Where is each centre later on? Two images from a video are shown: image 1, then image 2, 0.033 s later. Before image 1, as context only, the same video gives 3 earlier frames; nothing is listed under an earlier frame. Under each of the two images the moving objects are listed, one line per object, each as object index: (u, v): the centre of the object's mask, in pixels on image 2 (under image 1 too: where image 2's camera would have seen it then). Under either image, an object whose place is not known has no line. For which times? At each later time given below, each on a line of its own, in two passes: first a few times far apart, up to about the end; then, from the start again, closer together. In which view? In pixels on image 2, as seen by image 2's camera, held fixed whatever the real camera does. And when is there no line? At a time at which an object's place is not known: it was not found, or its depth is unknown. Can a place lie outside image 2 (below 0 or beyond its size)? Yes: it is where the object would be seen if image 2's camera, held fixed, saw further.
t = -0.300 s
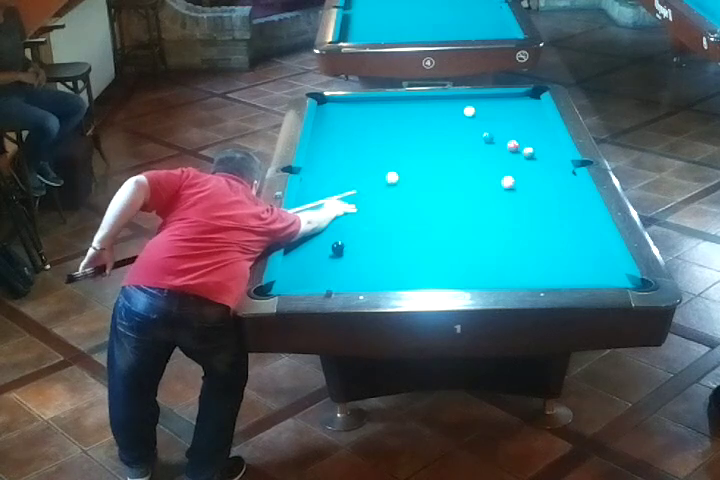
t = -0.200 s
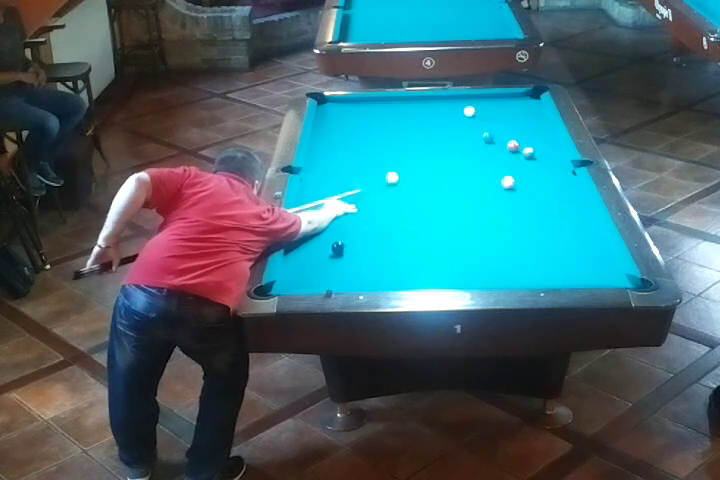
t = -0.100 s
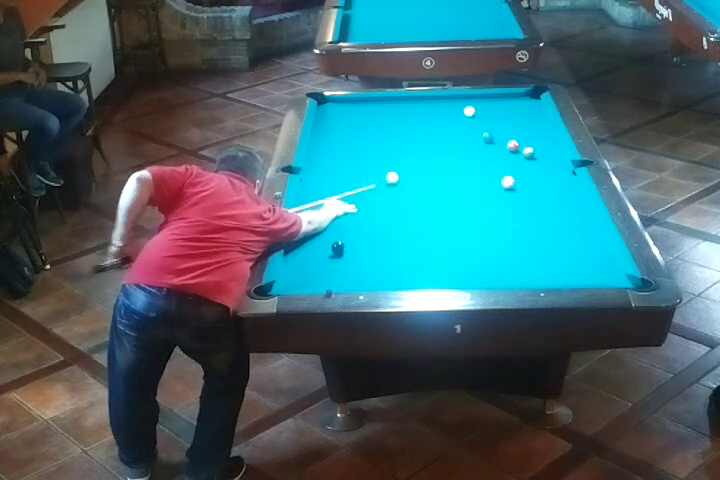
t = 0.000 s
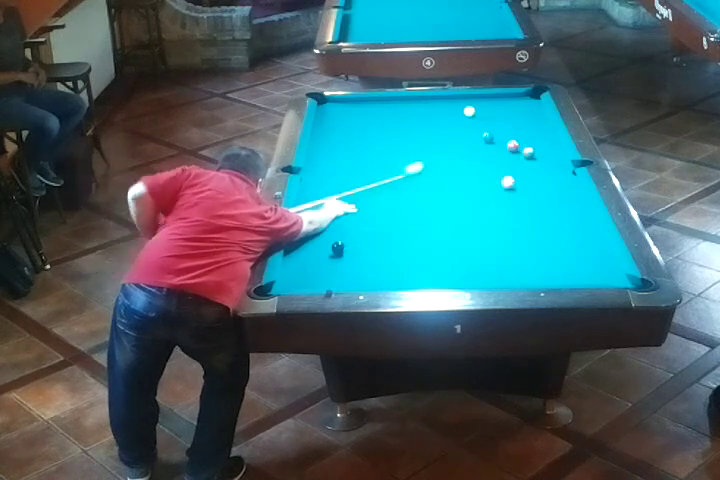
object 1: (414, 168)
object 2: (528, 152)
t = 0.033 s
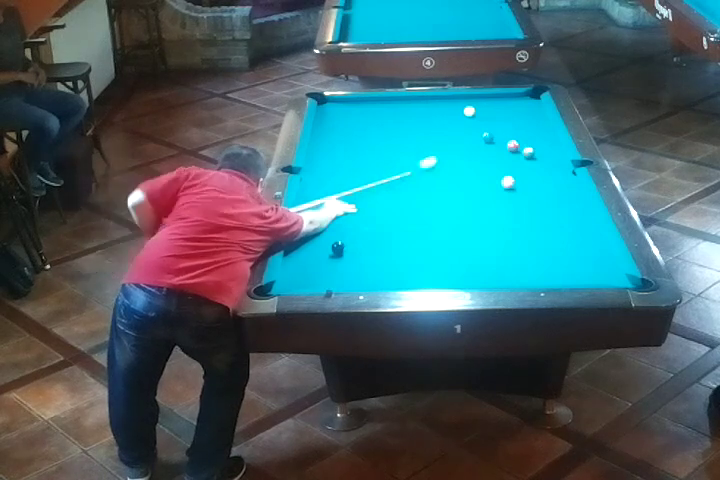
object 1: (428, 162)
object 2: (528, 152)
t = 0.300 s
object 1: (498, 141)
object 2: (528, 152)
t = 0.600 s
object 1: (538, 142)
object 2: (528, 152)
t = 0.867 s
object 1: (547, 145)
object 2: (528, 152)
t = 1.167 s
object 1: (533, 149)
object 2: (525, 153)
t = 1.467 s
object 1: (525, 149)
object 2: (518, 157)
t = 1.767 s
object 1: (520, 149)
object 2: (512, 160)
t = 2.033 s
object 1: (517, 150)
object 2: (508, 163)
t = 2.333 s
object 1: (515, 150)
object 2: (503, 166)
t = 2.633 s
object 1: (515, 149)
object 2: (499, 167)
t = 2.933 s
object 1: (514, 149)
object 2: (496, 169)
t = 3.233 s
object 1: (514, 149)
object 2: (494, 170)
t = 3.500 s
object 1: (514, 149)
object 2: (492, 171)
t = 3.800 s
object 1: (514, 149)
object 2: (492, 171)
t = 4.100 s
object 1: (514, 149)
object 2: (492, 171)
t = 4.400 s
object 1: (514, 150)
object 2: (492, 171)
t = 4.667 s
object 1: (514, 150)
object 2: (492, 171)
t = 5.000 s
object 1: (511, 149)
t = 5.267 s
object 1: (514, 148)
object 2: (492, 171)
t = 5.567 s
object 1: (514, 147)
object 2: (492, 172)
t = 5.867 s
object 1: (514, 147)
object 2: (492, 172)
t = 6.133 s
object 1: (514, 148)
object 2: (492, 172)
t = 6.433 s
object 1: (514, 147)
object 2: (492, 171)
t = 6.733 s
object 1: (514, 148)
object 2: (492, 171)
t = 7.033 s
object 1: (514, 147)
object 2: (492, 171)
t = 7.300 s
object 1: (514, 147)
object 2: (492, 171)
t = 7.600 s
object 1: (514, 147)
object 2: (492, 171)
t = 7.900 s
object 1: (514, 148)
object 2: (492, 171)
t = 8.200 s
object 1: (514, 147)
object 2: (492, 171)
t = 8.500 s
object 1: (514, 147)
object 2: (492, 171)
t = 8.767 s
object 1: (514, 147)
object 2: (492, 171)
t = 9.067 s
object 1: (514, 148)
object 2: (492, 171)
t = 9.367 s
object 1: (514, 147)
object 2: (492, 171)
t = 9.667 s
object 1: (514, 147)
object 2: (492, 171)
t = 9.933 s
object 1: (513, 148)
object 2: (492, 171)
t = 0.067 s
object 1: (440, 157)
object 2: (528, 152)
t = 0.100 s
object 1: (452, 152)
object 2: (528, 152)
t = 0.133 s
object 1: (463, 148)
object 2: (528, 152)
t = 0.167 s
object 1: (473, 144)
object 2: (528, 152)
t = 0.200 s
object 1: (483, 140)
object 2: (528, 152)
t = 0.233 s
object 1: (489, 140)
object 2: (528, 152)
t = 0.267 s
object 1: (494, 140)
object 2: (528, 152)
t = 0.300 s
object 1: (498, 141)
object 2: (528, 152)
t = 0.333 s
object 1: (502, 141)
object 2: (528, 152)
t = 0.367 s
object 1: (506, 141)
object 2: (528, 152)
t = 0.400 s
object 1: (511, 139)
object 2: (528, 152)
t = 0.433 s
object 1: (516, 140)
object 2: (528, 152)
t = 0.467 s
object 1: (521, 141)
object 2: (528, 152)
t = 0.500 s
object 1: (525, 141)
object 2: (528, 152)
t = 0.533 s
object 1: (529, 141)
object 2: (528, 152)
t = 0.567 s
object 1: (534, 142)
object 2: (528, 152)
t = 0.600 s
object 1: (538, 142)
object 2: (528, 152)
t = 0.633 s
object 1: (542, 142)
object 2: (528, 152)
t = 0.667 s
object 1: (547, 142)
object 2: (528, 152)
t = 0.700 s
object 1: (551, 142)
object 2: (528, 152)
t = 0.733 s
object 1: (554, 143)
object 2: (528, 152)
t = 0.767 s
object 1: (553, 143)
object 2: (528, 152)
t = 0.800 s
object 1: (551, 144)
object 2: (528, 152)
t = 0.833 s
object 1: (549, 145)
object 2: (528, 152)
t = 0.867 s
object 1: (547, 145)
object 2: (528, 152)
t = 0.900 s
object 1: (546, 146)
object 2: (528, 152)
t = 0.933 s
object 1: (543, 146)
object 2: (528, 152)
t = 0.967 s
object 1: (541, 147)
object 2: (528, 152)
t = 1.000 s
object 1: (539, 148)
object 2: (528, 152)
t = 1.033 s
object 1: (537, 148)
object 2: (528, 152)
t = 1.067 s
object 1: (536, 148)
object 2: (528, 153)
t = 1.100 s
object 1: (535, 148)
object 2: (528, 153)
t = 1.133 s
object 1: (534, 148)
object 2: (526, 153)
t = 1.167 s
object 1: (533, 149)
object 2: (525, 153)
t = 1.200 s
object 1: (532, 149)
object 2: (524, 154)
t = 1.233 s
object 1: (531, 149)
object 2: (523, 154)
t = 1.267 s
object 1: (530, 149)
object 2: (522, 155)
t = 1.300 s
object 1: (529, 149)
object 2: (522, 156)
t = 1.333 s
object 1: (528, 149)
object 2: (521, 156)
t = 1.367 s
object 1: (527, 149)
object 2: (520, 157)
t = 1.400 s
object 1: (527, 149)
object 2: (519, 157)
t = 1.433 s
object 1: (526, 149)
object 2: (518, 157)
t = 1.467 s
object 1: (525, 149)
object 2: (518, 157)
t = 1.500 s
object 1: (525, 149)
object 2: (517, 157)
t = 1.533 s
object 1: (524, 149)
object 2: (517, 158)
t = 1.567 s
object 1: (524, 149)
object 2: (516, 158)
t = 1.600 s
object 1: (523, 150)
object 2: (515, 159)
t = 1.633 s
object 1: (522, 150)
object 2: (515, 159)
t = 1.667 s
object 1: (521, 150)
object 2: (514, 160)
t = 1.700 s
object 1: (521, 150)
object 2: (513, 160)
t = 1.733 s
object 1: (520, 150)
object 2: (513, 160)
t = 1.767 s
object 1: (520, 149)
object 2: (512, 160)
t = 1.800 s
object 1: (519, 150)
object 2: (512, 161)
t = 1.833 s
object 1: (519, 150)
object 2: (511, 161)
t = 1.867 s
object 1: (519, 150)
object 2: (511, 161)
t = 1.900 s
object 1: (518, 150)
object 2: (510, 161)
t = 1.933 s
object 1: (518, 150)
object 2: (510, 162)
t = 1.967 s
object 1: (518, 150)
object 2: (509, 162)
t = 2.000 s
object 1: (517, 150)
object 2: (508, 163)
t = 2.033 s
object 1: (517, 150)
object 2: (508, 163)
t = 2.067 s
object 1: (517, 150)
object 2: (507, 163)
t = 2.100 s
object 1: (516, 150)
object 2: (506, 163)
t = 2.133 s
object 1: (516, 150)
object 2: (506, 164)
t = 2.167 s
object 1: (516, 150)
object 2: (506, 164)
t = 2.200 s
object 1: (516, 150)
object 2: (505, 165)
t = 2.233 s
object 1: (515, 150)
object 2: (505, 165)
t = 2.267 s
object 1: (515, 150)
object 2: (504, 165)
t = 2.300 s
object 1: (515, 150)
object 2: (504, 165)
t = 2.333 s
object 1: (515, 150)
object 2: (503, 166)
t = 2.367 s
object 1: (515, 150)
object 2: (503, 166)
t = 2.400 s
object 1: (515, 150)
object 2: (502, 166)
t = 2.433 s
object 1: (515, 150)
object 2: (502, 167)
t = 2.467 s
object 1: (515, 150)
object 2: (501, 167)
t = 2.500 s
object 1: (515, 150)
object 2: (501, 167)
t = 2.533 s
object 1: (515, 150)
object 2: (500, 167)
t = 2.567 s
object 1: (515, 149)
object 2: (500, 167)
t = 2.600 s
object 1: (515, 149)
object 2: (500, 167)
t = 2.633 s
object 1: (515, 149)
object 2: (499, 167)
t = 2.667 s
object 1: (515, 149)
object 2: (499, 168)
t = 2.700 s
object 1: (515, 149)
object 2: (498, 168)
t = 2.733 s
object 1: (514, 149)
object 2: (498, 168)
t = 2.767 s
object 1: (514, 149)
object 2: (497, 168)
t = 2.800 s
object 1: (514, 149)
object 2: (497, 169)
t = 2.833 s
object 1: (514, 149)
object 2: (497, 169)
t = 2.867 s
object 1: (514, 149)
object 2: (497, 169)
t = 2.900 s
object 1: (514, 149)
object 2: (496, 169)
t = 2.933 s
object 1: (514, 149)
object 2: (496, 169)
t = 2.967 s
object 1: (514, 149)
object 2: (496, 169)
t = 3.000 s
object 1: (514, 149)
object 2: (495, 170)
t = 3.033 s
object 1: (514, 149)
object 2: (495, 170)
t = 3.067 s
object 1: (514, 149)
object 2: (495, 170)
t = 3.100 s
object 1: (514, 149)
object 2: (495, 170)
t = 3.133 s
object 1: (514, 149)
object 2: (494, 170)
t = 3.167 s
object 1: (514, 149)
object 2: (494, 170)
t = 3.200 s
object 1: (514, 149)
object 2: (494, 170)
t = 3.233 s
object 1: (514, 149)
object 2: (494, 170)
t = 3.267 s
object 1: (514, 149)
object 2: (493, 171)
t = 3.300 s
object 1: (514, 149)
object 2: (493, 171)
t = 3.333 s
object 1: (514, 149)
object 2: (493, 171)
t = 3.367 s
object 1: (514, 149)
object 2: (493, 171)
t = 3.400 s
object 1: (514, 149)
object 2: (493, 171)
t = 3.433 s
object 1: (514, 149)
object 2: (493, 171)
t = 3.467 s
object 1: (514, 149)
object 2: (492, 171)
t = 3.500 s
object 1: (514, 149)
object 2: (492, 171)
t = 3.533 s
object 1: (514, 149)
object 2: (492, 171)
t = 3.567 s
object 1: (514, 149)
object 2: (492, 171)
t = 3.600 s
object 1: (514, 149)
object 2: (492, 171)
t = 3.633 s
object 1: (514, 149)
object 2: (492, 171)
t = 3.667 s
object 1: (514, 149)
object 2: (492, 171)
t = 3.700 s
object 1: (514, 149)
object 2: (492, 171)
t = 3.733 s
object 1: (514, 149)
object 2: (492, 171)
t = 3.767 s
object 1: (514, 149)
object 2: (492, 171)
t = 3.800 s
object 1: (514, 149)
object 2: (492, 171)
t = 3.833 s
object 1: (514, 149)
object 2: (492, 171)
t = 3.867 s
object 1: (514, 149)
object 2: (492, 171)
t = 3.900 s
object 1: (514, 149)
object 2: (492, 171)
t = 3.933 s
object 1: (514, 149)
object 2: (492, 171)
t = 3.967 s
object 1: (514, 149)
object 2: (492, 171)
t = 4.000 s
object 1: (514, 149)
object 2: (492, 171)
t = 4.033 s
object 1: (514, 149)
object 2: (492, 171)
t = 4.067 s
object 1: (514, 149)
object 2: (492, 171)
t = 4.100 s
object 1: (514, 149)
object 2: (492, 171)
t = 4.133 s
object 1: (514, 149)
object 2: (492, 171)
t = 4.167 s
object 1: (514, 149)
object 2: (492, 171)
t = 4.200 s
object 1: (514, 149)
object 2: (492, 171)
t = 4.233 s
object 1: (514, 149)
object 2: (492, 171)
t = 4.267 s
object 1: (514, 149)
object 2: (492, 171)
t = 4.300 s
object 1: (514, 150)
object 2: (492, 171)
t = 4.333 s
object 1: (514, 149)
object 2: (492, 171)
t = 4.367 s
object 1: (514, 150)
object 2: (492, 171)
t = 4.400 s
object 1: (514, 150)
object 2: (492, 171)
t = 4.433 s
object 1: (514, 150)
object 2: (492, 171)
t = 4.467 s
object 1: (514, 150)
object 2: (492, 171)
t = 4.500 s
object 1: (514, 150)
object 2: (492, 171)
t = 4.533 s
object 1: (514, 150)
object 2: (492, 171)
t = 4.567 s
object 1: (514, 150)
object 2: (492, 171)
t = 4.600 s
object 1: (514, 150)
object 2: (492, 171)
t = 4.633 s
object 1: (514, 150)
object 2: (492, 171)
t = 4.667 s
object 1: (514, 150)
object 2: (492, 171)
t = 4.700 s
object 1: (514, 150)
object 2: (492, 171)
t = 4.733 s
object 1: (514, 150)
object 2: (493, 171)
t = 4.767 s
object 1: (514, 149)
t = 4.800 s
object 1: (515, 149)
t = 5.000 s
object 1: (511, 149)
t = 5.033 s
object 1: (514, 148)
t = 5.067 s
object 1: (514, 148)
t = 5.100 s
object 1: (514, 148)
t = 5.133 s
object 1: (514, 148)
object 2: (492, 172)
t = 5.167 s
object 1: (514, 148)
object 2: (492, 172)
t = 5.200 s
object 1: (514, 148)
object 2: (492, 172)
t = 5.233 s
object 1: (514, 148)
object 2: (492, 171)
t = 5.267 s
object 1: (514, 148)
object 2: (492, 171)
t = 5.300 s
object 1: (514, 148)
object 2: (492, 171)
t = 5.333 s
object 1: (514, 147)
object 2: (492, 171)
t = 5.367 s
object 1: (514, 147)
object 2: (492, 172)
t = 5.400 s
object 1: (514, 147)
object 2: (492, 172)
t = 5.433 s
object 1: (514, 147)
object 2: (492, 172)
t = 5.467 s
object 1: (514, 147)
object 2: (492, 172)
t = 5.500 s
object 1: (514, 147)
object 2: (492, 172)
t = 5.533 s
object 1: (514, 147)
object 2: (492, 172)
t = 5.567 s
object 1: (514, 147)
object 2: (492, 172)
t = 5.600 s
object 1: (514, 147)
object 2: (492, 172)
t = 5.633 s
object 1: (514, 148)
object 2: (492, 172)
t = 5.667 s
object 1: (514, 148)
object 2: (492, 172)
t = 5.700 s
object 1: (514, 147)
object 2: (492, 172)
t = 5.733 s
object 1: (514, 147)
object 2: (492, 172)
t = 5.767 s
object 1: (514, 147)
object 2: (492, 172)
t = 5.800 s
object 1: (514, 148)
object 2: (492, 172)
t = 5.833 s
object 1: (514, 148)
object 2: (492, 172)
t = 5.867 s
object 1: (514, 147)
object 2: (492, 172)
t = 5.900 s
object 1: (514, 147)
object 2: (492, 171)
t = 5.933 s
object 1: (514, 147)
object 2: (492, 171)
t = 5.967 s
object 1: (514, 147)
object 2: (492, 171)
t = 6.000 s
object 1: (514, 148)
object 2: (492, 171)
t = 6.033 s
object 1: (514, 147)
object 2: (492, 172)
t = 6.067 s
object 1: (514, 147)
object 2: (492, 172)
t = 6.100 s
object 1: (514, 147)
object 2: (492, 172)
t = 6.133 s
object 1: (514, 148)
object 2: (492, 172)
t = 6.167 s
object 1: (514, 148)
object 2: (492, 172)
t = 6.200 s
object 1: (514, 147)
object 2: (492, 172)
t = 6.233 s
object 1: (514, 147)
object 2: (492, 171)
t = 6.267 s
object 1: (514, 147)
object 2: (492, 171)
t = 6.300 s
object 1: (514, 147)
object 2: (492, 171)
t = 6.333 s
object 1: (514, 148)
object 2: (492, 171)
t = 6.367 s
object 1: (514, 147)
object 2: (492, 171)
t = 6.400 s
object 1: (514, 147)
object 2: (492, 171)
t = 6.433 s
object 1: (514, 147)
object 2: (492, 171)
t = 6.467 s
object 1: (514, 148)
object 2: (492, 171)
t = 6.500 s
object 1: (514, 147)
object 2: (492, 171)
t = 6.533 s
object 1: (514, 148)
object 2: (492, 171)
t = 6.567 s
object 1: (514, 147)
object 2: (492, 171)
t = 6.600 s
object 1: (514, 148)
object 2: (492, 171)
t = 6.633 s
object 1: (514, 147)
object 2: (492, 171)
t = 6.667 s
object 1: (514, 148)
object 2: (492, 171)
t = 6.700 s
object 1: (514, 147)
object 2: (492, 171)
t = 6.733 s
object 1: (514, 148)
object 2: (492, 171)
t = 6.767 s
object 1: (514, 147)
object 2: (492, 171)
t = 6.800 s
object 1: (514, 148)
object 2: (492, 171)
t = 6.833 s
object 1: (514, 147)
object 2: (492, 171)
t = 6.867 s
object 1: (514, 147)
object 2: (492, 171)
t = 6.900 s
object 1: (514, 147)
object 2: (492, 171)
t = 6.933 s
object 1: (514, 148)
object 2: (492, 171)
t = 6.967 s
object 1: (514, 147)
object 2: (492, 171)
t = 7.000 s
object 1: (514, 147)
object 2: (492, 171)
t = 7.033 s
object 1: (514, 147)
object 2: (492, 171)
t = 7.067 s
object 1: (514, 147)
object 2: (492, 171)
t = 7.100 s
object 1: (514, 148)
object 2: (492, 171)
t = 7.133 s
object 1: (514, 148)
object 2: (492, 171)
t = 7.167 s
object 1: (514, 148)
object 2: (492, 171)
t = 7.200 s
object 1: (514, 147)
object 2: (492, 171)
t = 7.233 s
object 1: (514, 147)
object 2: (492, 171)
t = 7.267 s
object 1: (514, 148)
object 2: (492, 171)
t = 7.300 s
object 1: (514, 147)
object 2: (492, 171)
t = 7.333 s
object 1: (514, 148)
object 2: (492, 171)
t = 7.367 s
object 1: (514, 147)
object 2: (492, 171)
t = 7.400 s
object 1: (514, 147)
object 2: (492, 171)
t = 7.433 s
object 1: (514, 147)
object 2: (492, 171)
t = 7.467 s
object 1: (514, 147)
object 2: (492, 171)
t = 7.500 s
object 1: (514, 147)
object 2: (492, 171)
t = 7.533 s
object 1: (514, 148)
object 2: (492, 171)
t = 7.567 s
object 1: (514, 148)
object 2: (492, 171)
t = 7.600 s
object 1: (514, 147)
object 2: (492, 171)
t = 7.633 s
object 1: (514, 147)
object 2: (492, 171)
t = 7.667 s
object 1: (514, 147)
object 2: (492, 171)
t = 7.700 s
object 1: (514, 148)
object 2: (492, 171)
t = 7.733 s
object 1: (514, 148)
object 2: (492, 171)
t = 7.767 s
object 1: (514, 147)
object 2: (492, 171)
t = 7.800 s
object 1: (514, 148)
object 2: (492, 171)
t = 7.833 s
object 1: (514, 148)
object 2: (492, 171)
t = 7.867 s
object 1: (514, 148)
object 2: (492, 171)
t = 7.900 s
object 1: (514, 148)
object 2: (492, 171)
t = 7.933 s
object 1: (514, 148)
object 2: (492, 171)
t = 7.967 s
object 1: (514, 147)
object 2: (492, 171)
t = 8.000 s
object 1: (514, 148)
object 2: (492, 171)
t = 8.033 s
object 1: (514, 148)
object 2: (492, 171)
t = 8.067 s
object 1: (514, 147)
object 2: (492, 171)
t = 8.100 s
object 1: (514, 147)
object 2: (492, 171)
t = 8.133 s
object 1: (514, 147)
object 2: (492, 171)
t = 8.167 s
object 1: (514, 147)
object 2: (492, 171)
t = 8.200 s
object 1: (514, 147)
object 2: (492, 171)
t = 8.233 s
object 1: (514, 147)
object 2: (492, 171)
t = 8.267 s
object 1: (514, 147)
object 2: (492, 171)
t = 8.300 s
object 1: (514, 147)
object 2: (492, 171)
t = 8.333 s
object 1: (514, 147)
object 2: (492, 171)
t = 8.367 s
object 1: (514, 148)
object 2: (492, 171)
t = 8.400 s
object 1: (514, 147)
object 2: (492, 171)
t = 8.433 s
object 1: (514, 147)
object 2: (492, 171)
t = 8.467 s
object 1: (514, 148)
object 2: (492, 171)
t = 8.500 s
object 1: (514, 147)
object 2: (492, 171)
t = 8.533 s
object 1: (514, 148)
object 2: (492, 171)
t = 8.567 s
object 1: (514, 148)
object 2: (492, 171)
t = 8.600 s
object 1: (514, 147)
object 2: (492, 171)
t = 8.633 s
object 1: (514, 148)
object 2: (492, 171)
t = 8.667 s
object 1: (514, 148)
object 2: (492, 171)
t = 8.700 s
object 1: (514, 147)
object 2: (492, 171)
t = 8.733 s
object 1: (514, 148)
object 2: (492, 171)
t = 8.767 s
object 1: (514, 147)
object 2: (492, 171)
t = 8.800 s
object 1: (514, 148)
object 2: (492, 171)
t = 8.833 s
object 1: (514, 148)
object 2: (492, 171)
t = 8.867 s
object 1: (514, 148)
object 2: (492, 171)
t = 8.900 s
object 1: (514, 147)
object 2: (492, 171)
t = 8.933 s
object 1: (514, 148)
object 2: (492, 171)
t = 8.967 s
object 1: (514, 148)
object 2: (492, 171)
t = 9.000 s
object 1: (514, 148)
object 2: (492, 171)
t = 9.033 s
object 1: (514, 148)
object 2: (492, 171)
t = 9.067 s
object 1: (514, 148)
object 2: (492, 171)
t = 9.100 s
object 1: (514, 147)
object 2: (492, 171)
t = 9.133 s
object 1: (514, 147)
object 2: (492, 171)
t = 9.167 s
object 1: (514, 148)
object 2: (492, 171)
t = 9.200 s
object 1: (514, 148)
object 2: (492, 171)
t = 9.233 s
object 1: (514, 148)
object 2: (492, 171)
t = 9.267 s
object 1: (514, 147)
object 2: (492, 171)
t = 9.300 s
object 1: (514, 147)
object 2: (492, 171)
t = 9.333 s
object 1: (514, 148)
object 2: (492, 171)
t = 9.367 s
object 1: (514, 147)
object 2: (492, 171)
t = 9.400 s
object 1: (514, 148)
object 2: (492, 171)
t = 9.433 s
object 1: (514, 147)
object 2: (492, 171)
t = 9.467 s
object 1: (514, 148)
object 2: (492, 171)
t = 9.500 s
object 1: (514, 148)
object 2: (492, 171)
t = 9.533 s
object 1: (514, 148)
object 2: (492, 171)
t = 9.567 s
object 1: (514, 147)
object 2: (492, 171)
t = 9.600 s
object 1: (514, 148)
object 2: (492, 171)
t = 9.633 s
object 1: (514, 148)
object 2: (492, 171)
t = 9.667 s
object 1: (514, 147)
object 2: (492, 171)
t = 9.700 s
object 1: (514, 148)
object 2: (492, 171)
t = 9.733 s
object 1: (514, 148)
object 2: (492, 171)
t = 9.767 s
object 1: (513, 148)
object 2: (492, 171)
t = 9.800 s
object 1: (514, 148)
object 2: (492, 171)
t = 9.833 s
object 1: (514, 148)
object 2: (492, 171)
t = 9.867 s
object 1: (513, 148)
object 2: (492, 171)
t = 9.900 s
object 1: (513, 148)
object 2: (492, 171)
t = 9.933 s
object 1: (513, 148)
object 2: (492, 171)
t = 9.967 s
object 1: (514, 148)
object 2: (492, 171)
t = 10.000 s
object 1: (513, 148)
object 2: (492, 171)
